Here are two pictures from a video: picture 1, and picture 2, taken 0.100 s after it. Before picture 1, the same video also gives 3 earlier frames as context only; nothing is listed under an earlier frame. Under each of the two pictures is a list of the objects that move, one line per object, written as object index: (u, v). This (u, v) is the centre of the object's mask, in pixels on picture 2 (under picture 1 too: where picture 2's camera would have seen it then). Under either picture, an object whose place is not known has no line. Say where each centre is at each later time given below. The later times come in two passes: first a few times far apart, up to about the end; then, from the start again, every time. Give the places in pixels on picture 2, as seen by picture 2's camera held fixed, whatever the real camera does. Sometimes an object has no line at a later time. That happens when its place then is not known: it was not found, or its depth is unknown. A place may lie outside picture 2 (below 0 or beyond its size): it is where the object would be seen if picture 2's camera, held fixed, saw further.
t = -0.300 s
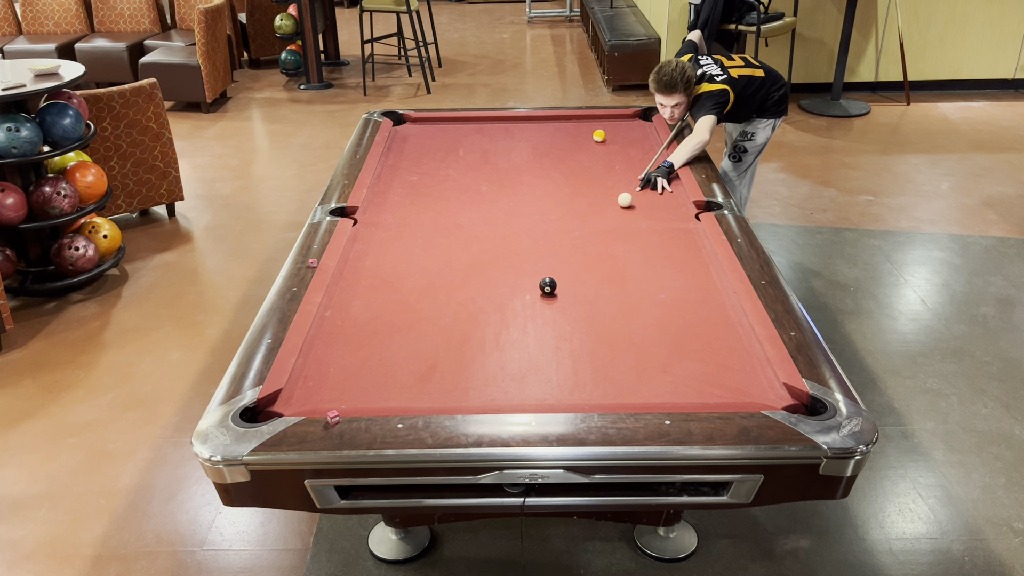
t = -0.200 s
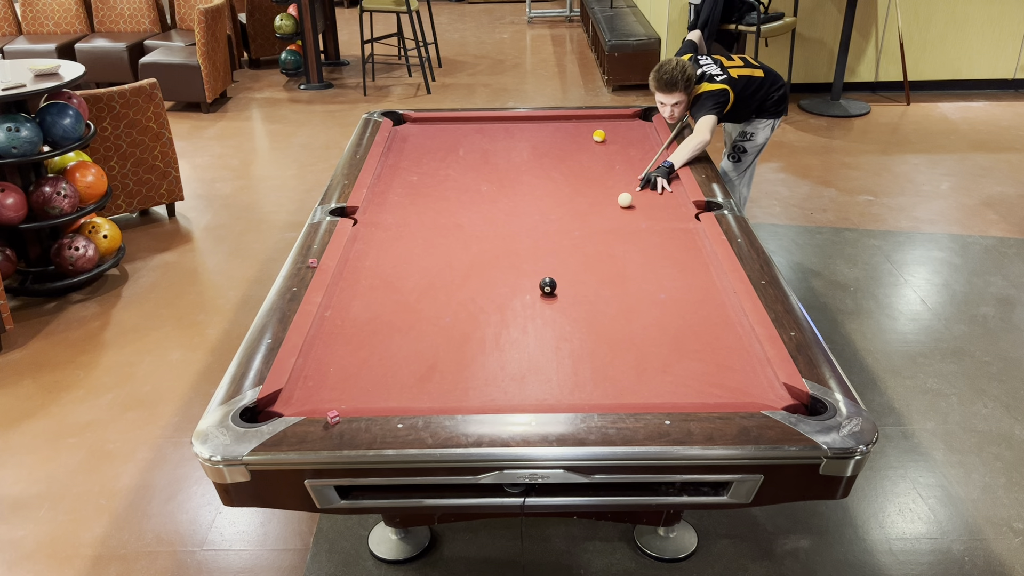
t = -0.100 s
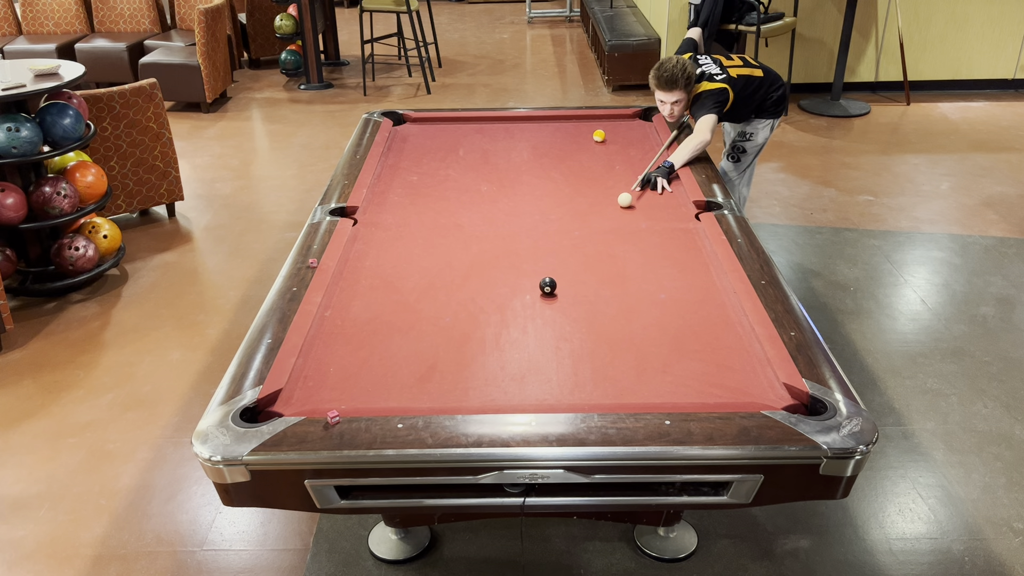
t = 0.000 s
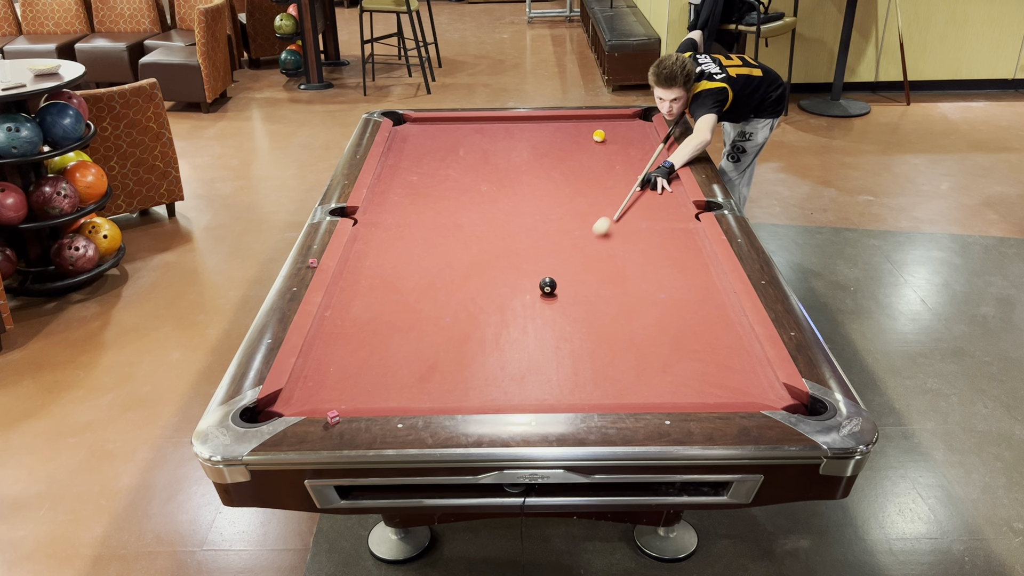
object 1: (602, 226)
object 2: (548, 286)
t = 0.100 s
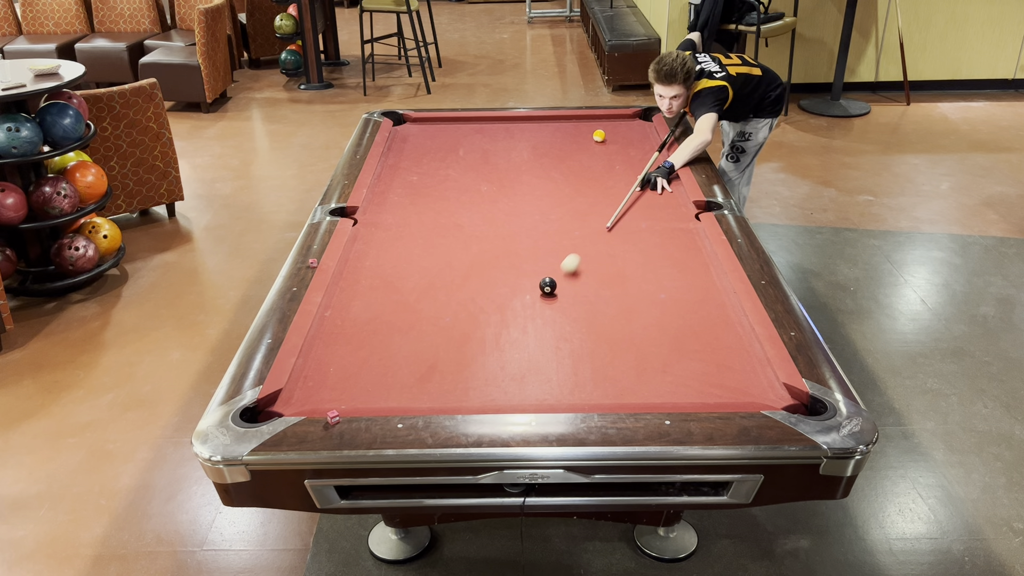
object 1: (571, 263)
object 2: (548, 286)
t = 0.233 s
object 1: (580, 289)
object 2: (488, 320)
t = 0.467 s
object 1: (617, 329)
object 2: (344, 399)
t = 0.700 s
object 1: (648, 384)
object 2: (316, 365)
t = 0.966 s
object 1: (683, 370)
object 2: (371, 326)
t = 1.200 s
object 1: (709, 343)
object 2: (411, 298)
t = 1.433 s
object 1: (732, 320)
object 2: (446, 273)
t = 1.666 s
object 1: (718, 302)
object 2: (477, 251)
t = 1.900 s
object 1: (697, 288)
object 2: (503, 232)
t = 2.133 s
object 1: (678, 276)
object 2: (527, 215)
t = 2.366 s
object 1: (660, 265)
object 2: (549, 199)
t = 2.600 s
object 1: (645, 255)
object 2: (568, 186)
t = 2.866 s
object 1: (628, 245)
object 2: (588, 172)
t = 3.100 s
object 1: (615, 237)
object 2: (603, 160)
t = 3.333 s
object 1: (604, 230)
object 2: (617, 150)
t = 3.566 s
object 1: (593, 224)
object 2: (629, 141)
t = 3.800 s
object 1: (584, 218)
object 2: (641, 132)
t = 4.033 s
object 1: (576, 213)
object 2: (647, 125)
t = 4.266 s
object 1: (568, 209)
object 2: (638, 121)
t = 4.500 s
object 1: (562, 205)
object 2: (631, 117)
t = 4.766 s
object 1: (555, 201)
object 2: (629, 119)
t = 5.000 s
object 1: (550, 198)
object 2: (628, 122)
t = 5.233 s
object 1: (546, 196)
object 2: (627, 124)
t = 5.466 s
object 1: (542, 194)
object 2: (627, 126)
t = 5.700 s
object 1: (539, 192)
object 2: (626, 127)
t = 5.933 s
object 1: (537, 191)
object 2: (626, 128)
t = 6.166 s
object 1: (535, 190)
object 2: (625, 129)
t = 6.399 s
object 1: (535, 190)
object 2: (624, 130)
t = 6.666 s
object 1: (536, 189)
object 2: (624, 130)
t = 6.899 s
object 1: (536, 189)
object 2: (625, 130)
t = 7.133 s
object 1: (536, 189)
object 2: (625, 130)
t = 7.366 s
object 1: (536, 189)
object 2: (625, 130)
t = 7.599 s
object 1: (536, 189)
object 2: (625, 130)
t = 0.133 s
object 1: (561, 276)
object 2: (547, 286)
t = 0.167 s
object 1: (565, 282)
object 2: (528, 297)
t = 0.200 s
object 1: (573, 286)
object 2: (508, 308)
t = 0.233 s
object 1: (580, 289)
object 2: (488, 320)
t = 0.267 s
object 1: (587, 294)
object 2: (467, 332)
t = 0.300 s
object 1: (593, 298)
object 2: (446, 343)
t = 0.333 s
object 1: (599, 303)
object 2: (426, 355)
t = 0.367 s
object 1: (604, 309)
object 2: (406, 366)
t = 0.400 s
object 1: (609, 315)
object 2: (383, 380)
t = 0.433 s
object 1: (613, 321)
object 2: (362, 390)
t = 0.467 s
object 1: (617, 329)
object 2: (344, 399)
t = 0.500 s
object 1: (621, 336)
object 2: (330, 397)
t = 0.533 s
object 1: (625, 343)
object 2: (322, 392)
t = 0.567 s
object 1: (630, 351)
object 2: (315, 386)
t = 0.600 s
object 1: (634, 359)
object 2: (306, 380)
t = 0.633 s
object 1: (639, 367)
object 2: (300, 376)
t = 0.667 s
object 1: (643, 376)
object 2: (308, 370)
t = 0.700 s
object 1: (648, 384)
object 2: (316, 365)
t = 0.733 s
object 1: (653, 392)
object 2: (323, 359)
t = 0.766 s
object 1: (659, 395)
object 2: (330, 355)
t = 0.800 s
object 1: (663, 392)
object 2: (337, 349)
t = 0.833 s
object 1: (667, 388)
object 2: (344, 345)
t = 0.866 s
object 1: (671, 383)
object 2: (351, 340)
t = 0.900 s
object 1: (675, 379)
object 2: (358, 335)
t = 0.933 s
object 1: (679, 375)
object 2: (364, 330)
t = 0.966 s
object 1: (683, 370)
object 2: (371, 326)
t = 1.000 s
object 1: (687, 366)
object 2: (377, 322)
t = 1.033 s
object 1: (691, 362)
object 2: (383, 318)
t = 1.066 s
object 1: (695, 358)
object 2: (389, 313)
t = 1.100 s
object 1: (698, 354)
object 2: (395, 309)
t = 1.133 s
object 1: (702, 351)
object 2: (400, 305)
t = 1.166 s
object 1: (706, 347)
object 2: (406, 302)
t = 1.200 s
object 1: (709, 343)
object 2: (411, 298)
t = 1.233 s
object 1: (713, 340)
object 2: (417, 294)
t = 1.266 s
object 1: (716, 336)
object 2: (422, 290)
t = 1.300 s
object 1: (719, 333)
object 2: (427, 287)
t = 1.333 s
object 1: (723, 329)
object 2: (432, 283)
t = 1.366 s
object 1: (726, 326)
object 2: (437, 279)
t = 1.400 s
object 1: (729, 323)
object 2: (441, 276)
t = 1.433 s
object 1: (732, 320)
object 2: (446, 273)
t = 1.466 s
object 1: (735, 316)
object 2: (451, 270)
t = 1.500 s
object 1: (735, 313)
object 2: (455, 266)
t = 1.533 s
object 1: (732, 311)
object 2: (460, 263)
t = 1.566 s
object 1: (728, 309)
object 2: (464, 260)
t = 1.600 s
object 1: (725, 307)
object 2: (468, 257)
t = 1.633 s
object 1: (722, 305)
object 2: (472, 254)
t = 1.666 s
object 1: (718, 302)
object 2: (477, 251)
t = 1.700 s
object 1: (715, 300)
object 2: (481, 248)
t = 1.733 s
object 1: (712, 298)
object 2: (485, 245)
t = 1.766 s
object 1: (709, 296)
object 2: (488, 243)
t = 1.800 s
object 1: (706, 294)
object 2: (492, 240)
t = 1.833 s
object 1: (703, 292)
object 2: (496, 237)
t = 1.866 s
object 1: (700, 290)
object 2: (500, 235)
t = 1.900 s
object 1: (697, 288)
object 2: (503, 232)
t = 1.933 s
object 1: (694, 287)
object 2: (507, 229)
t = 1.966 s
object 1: (691, 285)
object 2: (511, 227)
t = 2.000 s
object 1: (689, 283)
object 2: (514, 224)
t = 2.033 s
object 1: (686, 281)
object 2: (517, 222)
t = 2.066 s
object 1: (683, 279)
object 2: (521, 219)
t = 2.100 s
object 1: (680, 278)
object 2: (524, 217)
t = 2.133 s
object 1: (678, 276)
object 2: (527, 215)
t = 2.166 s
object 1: (675, 274)
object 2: (531, 212)
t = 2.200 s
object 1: (672, 273)
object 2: (534, 210)
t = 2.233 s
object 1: (670, 271)
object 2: (537, 208)
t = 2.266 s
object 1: (667, 269)
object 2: (540, 206)
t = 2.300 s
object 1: (665, 268)
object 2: (543, 204)
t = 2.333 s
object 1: (663, 266)
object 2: (546, 202)
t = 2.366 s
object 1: (660, 265)
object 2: (549, 199)
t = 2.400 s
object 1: (658, 263)
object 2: (552, 197)
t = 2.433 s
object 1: (656, 262)
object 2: (554, 195)
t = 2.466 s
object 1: (653, 260)
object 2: (557, 193)
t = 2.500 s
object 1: (651, 259)
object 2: (560, 192)
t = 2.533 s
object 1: (649, 258)
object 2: (563, 190)
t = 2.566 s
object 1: (647, 256)
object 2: (565, 188)
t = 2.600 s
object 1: (645, 255)
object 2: (568, 186)
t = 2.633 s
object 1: (642, 254)
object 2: (571, 184)
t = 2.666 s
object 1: (640, 252)
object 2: (573, 182)
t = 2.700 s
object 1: (638, 251)
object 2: (575, 180)
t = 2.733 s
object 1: (636, 250)
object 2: (578, 178)
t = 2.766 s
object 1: (634, 248)
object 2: (580, 177)
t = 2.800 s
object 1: (632, 247)
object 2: (583, 175)
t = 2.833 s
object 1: (630, 246)
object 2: (585, 173)
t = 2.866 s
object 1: (628, 245)
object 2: (588, 172)
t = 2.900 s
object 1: (626, 243)
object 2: (590, 170)
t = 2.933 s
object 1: (624, 242)
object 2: (592, 168)
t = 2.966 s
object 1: (623, 241)
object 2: (594, 167)
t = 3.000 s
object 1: (621, 240)
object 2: (596, 165)
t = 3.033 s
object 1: (619, 239)
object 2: (599, 163)
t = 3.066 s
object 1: (617, 238)
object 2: (601, 162)
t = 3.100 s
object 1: (615, 237)
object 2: (603, 160)
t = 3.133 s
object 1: (614, 236)
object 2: (605, 159)
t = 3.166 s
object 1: (612, 235)
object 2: (607, 157)
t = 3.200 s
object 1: (610, 234)
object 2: (609, 156)
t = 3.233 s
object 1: (608, 233)
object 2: (611, 154)
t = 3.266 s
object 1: (607, 232)
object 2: (613, 153)
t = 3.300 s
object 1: (605, 231)
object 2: (615, 152)
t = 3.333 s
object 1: (604, 230)
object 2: (617, 150)
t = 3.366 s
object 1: (602, 229)
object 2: (619, 149)
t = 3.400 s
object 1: (601, 228)
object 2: (620, 147)
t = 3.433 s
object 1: (599, 227)
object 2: (622, 146)
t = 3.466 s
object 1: (598, 226)
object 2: (624, 145)
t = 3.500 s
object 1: (596, 226)
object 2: (626, 144)
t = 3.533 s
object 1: (595, 225)
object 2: (628, 142)
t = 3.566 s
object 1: (593, 224)
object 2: (629, 141)
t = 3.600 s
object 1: (592, 223)
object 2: (631, 140)
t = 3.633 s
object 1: (591, 222)
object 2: (633, 138)
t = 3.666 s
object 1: (589, 221)
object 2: (634, 137)
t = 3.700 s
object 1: (588, 221)
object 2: (636, 136)
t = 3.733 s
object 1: (587, 220)
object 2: (638, 135)
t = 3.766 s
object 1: (585, 219)
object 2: (639, 134)
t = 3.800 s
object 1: (584, 218)
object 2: (641, 132)
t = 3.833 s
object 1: (583, 217)
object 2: (642, 131)
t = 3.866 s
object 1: (582, 217)
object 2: (644, 130)
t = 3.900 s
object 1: (580, 216)
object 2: (646, 129)
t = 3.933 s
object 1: (579, 215)
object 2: (647, 128)
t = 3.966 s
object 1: (578, 215)
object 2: (648, 127)
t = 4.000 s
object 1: (577, 214)
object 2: (648, 126)
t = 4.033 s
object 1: (576, 213)
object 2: (647, 125)
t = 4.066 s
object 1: (574, 213)
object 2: (646, 124)
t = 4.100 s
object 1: (573, 212)
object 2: (644, 124)
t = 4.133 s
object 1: (572, 211)
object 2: (643, 123)
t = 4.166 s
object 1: (571, 211)
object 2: (642, 122)
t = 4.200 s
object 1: (570, 210)
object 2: (640, 122)
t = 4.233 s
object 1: (569, 210)
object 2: (639, 121)
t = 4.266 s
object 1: (568, 209)
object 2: (638, 121)
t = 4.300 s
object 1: (567, 208)
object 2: (637, 120)
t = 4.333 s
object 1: (566, 208)
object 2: (636, 119)
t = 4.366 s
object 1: (565, 207)
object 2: (635, 119)
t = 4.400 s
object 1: (564, 207)
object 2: (634, 118)
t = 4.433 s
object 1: (563, 206)
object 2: (633, 118)
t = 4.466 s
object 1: (563, 206)
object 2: (632, 117)
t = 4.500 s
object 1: (562, 205)
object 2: (631, 117)
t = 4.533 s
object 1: (561, 205)
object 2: (631, 117)
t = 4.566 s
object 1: (560, 204)
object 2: (630, 117)
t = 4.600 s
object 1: (559, 204)
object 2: (630, 118)
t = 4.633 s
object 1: (558, 203)
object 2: (630, 118)
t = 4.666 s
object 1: (557, 203)
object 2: (630, 118)
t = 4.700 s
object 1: (557, 202)
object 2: (629, 119)
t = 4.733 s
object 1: (556, 202)
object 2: (629, 119)
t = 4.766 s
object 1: (555, 201)
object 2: (629, 119)
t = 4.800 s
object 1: (554, 201)
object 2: (629, 120)
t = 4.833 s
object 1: (554, 200)
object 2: (629, 120)
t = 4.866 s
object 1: (553, 200)
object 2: (629, 120)
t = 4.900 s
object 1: (552, 200)
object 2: (629, 120)
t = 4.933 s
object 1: (552, 199)
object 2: (629, 121)
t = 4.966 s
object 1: (551, 199)
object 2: (628, 121)
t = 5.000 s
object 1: (550, 198)
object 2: (628, 122)
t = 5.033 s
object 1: (550, 198)
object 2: (628, 122)
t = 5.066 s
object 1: (549, 198)
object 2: (628, 122)
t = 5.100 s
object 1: (548, 197)
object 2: (628, 123)
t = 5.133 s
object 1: (548, 197)
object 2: (628, 123)
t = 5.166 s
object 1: (547, 197)
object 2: (628, 123)
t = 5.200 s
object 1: (546, 196)
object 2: (628, 123)
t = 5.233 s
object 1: (546, 196)
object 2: (627, 124)
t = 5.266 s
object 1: (545, 196)
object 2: (627, 124)
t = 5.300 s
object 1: (545, 195)
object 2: (627, 124)
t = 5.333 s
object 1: (544, 195)
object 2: (627, 125)
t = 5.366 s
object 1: (544, 195)
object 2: (627, 125)
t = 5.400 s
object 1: (543, 195)
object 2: (627, 125)
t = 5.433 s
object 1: (543, 194)
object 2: (627, 125)
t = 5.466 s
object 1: (542, 194)
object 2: (627, 126)
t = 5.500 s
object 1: (542, 194)
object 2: (627, 126)
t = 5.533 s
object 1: (541, 193)
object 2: (627, 126)
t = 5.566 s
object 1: (541, 193)
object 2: (627, 126)
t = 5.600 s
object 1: (540, 193)
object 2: (627, 126)
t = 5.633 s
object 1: (540, 193)
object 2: (627, 127)
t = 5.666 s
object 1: (540, 193)
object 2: (627, 127)
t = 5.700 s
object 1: (539, 192)
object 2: (626, 127)
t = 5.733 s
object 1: (539, 192)
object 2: (626, 127)
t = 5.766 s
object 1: (539, 192)
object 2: (626, 127)
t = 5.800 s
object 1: (538, 192)
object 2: (626, 128)
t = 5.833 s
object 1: (538, 192)
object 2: (626, 128)
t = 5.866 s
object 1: (538, 191)
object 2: (626, 128)
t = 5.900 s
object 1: (537, 191)
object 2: (626, 128)
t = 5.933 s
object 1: (537, 191)
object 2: (626, 128)
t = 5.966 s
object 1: (537, 191)
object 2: (626, 129)
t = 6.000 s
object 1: (536, 191)
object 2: (626, 129)
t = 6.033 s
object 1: (536, 191)
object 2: (625, 129)
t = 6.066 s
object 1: (536, 190)
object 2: (625, 129)
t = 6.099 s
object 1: (536, 190)
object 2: (625, 129)
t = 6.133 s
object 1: (535, 190)
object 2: (625, 129)
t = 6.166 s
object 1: (535, 190)
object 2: (625, 129)
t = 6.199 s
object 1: (535, 190)
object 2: (625, 129)
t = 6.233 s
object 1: (535, 190)
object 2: (625, 129)
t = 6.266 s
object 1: (535, 190)
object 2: (625, 130)
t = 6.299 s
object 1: (535, 190)
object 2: (625, 130)
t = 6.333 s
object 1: (535, 190)
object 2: (625, 130)
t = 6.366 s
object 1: (535, 190)
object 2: (625, 130)
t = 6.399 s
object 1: (535, 190)
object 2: (624, 130)
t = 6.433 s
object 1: (535, 189)
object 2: (624, 130)
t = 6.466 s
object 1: (535, 189)
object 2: (624, 130)
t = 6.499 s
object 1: (535, 189)
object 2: (624, 130)
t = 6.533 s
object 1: (535, 189)
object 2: (624, 130)
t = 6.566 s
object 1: (535, 189)
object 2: (624, 130)
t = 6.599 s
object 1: (536, 189)
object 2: (624, 130)
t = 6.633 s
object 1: (536, 189)
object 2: (624, 130)
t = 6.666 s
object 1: (536, 189)
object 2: (624, 130)
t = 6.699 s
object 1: (536, 189)
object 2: (624, 130)
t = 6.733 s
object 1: (536, 189)
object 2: (625, 130)
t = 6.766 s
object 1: (536, 189)
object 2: (625, 130)
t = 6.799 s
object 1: (536, 189)
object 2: (625, 130)
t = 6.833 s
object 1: (536, 189)
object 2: (625, 130)
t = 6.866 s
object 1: (536, 189)
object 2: (625, 130)
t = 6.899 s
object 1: (536, 189)
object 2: (625, 130)
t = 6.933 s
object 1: (536, 189)
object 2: (625, 130)
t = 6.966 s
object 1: (536, 189)
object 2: (625, 130)
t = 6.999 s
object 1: (536, 189)
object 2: (625, 130)
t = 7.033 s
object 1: (536, 189)
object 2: (625, 130)
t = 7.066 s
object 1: (536, 189)
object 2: (625, 130)
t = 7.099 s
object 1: (536, 189)
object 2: (625, 130)
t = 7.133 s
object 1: (536, 189)
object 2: (625, 130)
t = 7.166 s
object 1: (536, 189)
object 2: (625, 130)
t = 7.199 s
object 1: (536, 189)
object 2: (625, 130)
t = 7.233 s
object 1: (536, 189)
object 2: (625, 130)
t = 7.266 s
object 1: (536, 189)
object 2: (625, 130)
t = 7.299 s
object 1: (536, 189)
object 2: (625, 130)
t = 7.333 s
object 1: (536, 189)
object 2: (625, 130)
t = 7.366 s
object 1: (536, 189)
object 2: (625, 130)
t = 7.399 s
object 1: (536, 189)
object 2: (625, 130)
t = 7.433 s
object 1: (536, 189)
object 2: (625, 130)
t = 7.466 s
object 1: (536, 189)
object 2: (625, 130)
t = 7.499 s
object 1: (536, 189)
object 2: (625, 130)
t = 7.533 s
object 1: (536, 189)
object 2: (625, 130)
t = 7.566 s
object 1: (536, 189)
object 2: (625, 130)
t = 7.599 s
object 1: (536, 189)
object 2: (625, 130)
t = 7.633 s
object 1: (536, 189)
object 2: (625, 130)
